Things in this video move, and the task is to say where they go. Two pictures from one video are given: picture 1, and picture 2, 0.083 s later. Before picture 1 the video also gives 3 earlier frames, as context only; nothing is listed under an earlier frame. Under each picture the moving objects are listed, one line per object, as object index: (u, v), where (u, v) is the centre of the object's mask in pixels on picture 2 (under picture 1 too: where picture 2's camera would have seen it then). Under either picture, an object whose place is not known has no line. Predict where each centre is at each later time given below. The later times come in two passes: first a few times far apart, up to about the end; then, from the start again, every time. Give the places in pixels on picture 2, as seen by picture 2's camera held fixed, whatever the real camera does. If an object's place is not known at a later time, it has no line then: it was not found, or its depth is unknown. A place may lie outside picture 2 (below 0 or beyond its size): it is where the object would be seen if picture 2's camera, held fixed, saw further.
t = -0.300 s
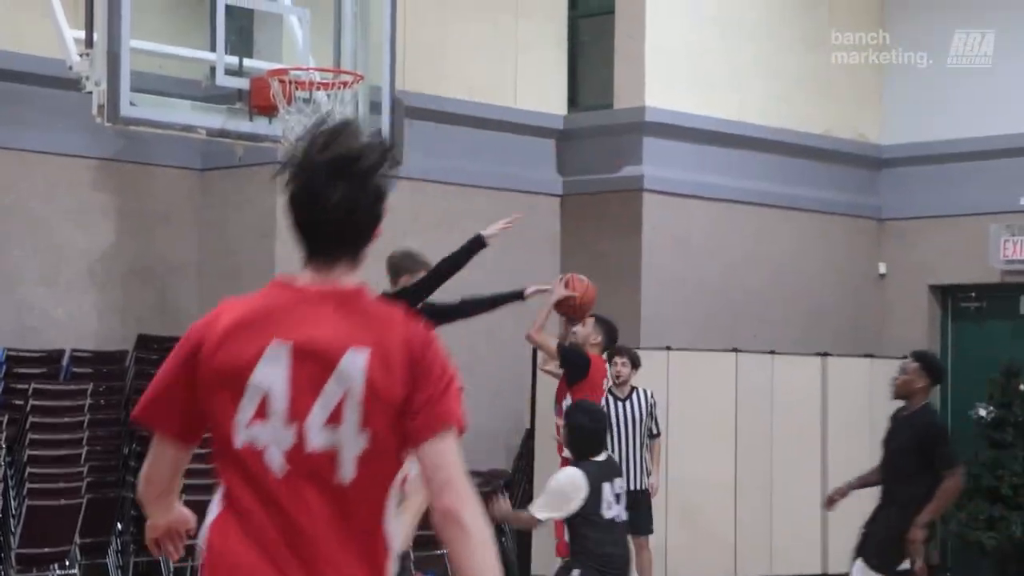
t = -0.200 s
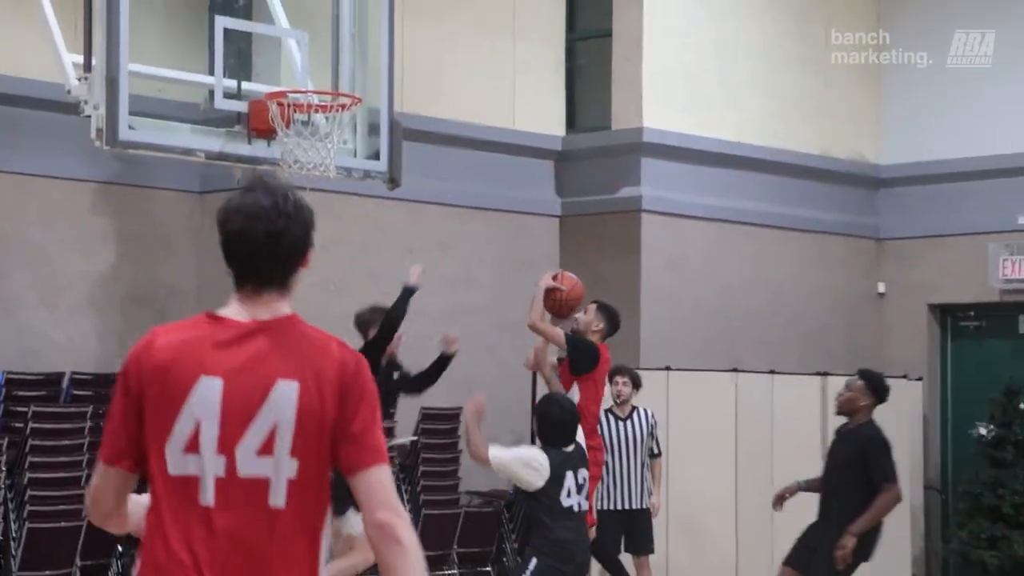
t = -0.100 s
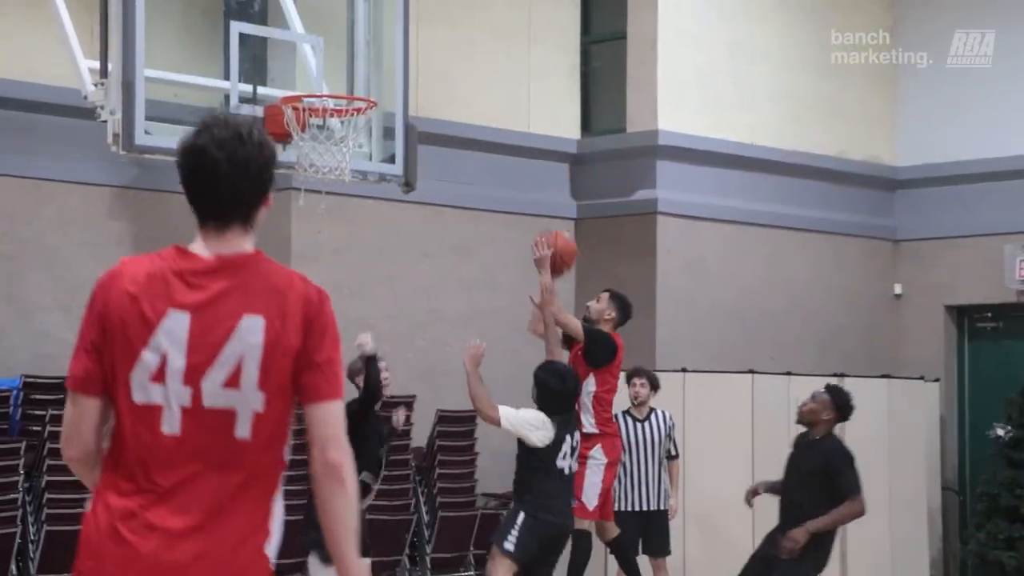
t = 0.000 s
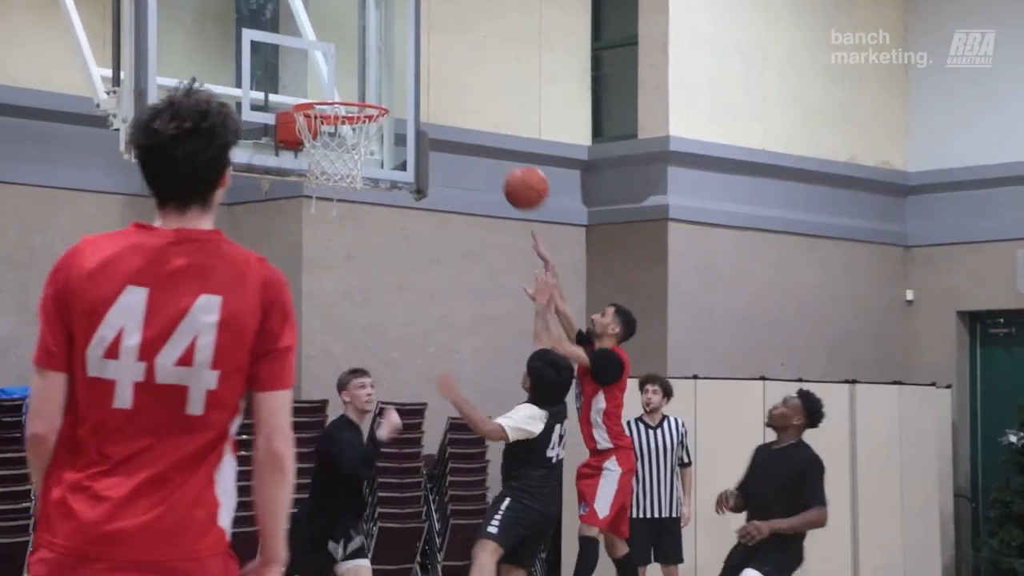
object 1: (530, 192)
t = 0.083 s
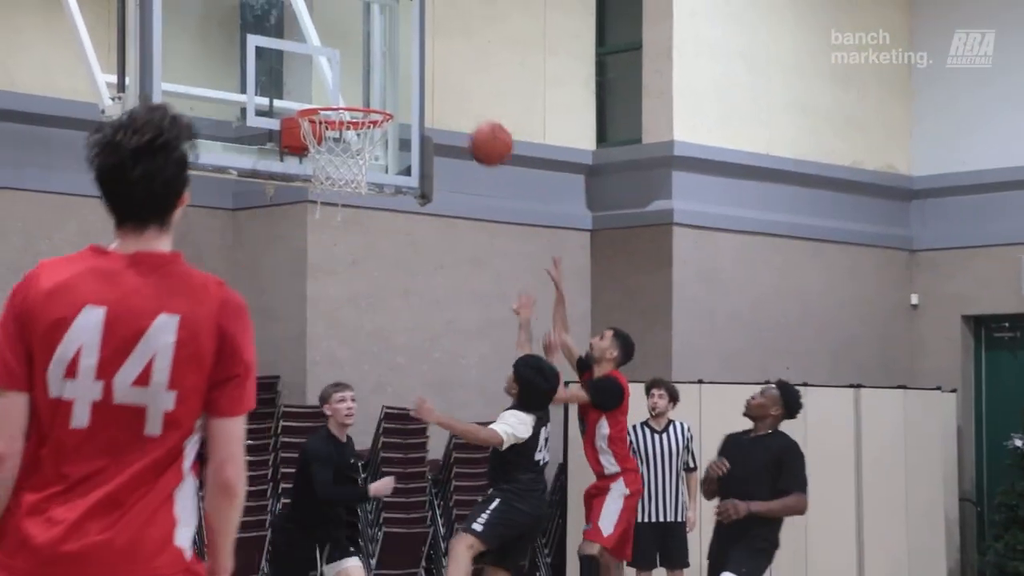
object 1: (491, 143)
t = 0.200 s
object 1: (435, 95)
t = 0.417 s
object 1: (363, 73)
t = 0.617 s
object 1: (360, 104)
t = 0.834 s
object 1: (340, 142)
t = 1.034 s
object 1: (337, 167)
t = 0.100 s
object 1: (482, 135)
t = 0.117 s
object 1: (475, 127)
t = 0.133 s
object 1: (466, 120)
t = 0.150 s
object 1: (458, 113)
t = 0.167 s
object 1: (450, 107)
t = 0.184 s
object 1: (443, 101)
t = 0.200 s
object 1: (435, 95)
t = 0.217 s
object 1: (427, 90)
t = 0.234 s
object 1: (419, 86)
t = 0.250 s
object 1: (411, 83)
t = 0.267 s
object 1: (403, 79)
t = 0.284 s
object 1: (394, 76)
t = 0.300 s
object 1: (386, 74)
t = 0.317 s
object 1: (378, 72)
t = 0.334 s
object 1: (370, 71)
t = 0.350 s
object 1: (363, 71)
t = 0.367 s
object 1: (363, 71)
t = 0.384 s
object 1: (363, 71)
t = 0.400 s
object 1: (363, 72)
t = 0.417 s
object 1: (363, 73)
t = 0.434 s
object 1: (364, 75)
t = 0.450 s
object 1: (364, 77)
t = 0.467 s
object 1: (365, 80)
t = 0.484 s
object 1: (366, 83)
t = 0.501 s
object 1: (366, 87)
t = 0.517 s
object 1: (366, 90)
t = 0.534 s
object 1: (367, 93)
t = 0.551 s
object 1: (366, 95)
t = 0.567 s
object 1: (364, 95)
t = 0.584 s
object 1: (363, 95)
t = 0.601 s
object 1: (361, 96)
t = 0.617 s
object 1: (360, 104)
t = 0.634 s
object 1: (357, 111)
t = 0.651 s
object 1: (356, 114)
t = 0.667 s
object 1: (354, 118)
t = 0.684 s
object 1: (352, 123)
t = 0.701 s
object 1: (351, 128)
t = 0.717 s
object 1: (348, 132)
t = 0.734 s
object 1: (346, 136)
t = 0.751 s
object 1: (345, 139)
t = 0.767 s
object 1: (343, 141)
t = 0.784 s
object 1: (342, 142)
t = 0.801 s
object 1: (342, 143)
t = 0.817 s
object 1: (342, 142)
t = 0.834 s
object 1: (340, 142)
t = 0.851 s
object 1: (341, 142)
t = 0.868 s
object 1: (340, 143)
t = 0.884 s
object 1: (340, 145)
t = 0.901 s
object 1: (340, 145)
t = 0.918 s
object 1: (340, 148)
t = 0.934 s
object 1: (339, 149)
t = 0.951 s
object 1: (338, 152)
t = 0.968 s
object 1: (337, 154)
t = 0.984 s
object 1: (337, 158)
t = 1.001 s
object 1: (337, 160)
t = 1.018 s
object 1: (336, 164)
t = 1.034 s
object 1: (337, 167)
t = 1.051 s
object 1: (336, 172)
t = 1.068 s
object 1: (336, 175)
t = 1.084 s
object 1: (336, 179)
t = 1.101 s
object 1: (337, 184)
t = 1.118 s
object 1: (337, 190)
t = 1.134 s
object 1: (337, 195)
